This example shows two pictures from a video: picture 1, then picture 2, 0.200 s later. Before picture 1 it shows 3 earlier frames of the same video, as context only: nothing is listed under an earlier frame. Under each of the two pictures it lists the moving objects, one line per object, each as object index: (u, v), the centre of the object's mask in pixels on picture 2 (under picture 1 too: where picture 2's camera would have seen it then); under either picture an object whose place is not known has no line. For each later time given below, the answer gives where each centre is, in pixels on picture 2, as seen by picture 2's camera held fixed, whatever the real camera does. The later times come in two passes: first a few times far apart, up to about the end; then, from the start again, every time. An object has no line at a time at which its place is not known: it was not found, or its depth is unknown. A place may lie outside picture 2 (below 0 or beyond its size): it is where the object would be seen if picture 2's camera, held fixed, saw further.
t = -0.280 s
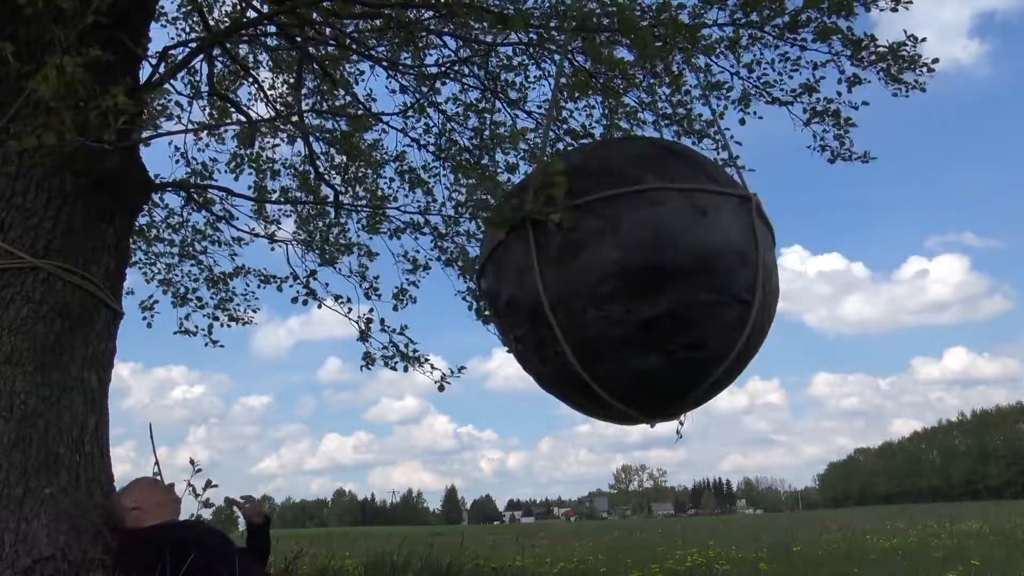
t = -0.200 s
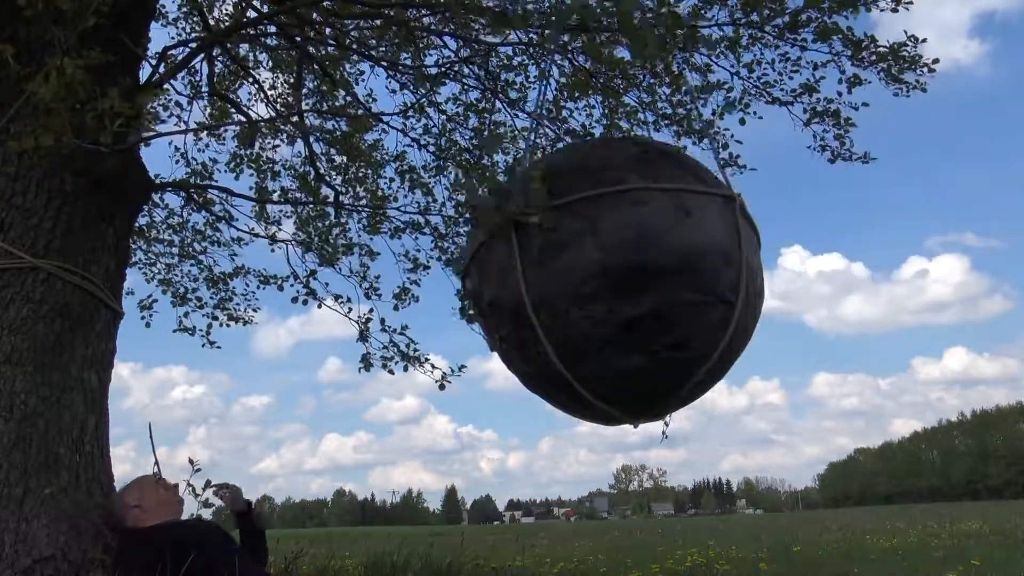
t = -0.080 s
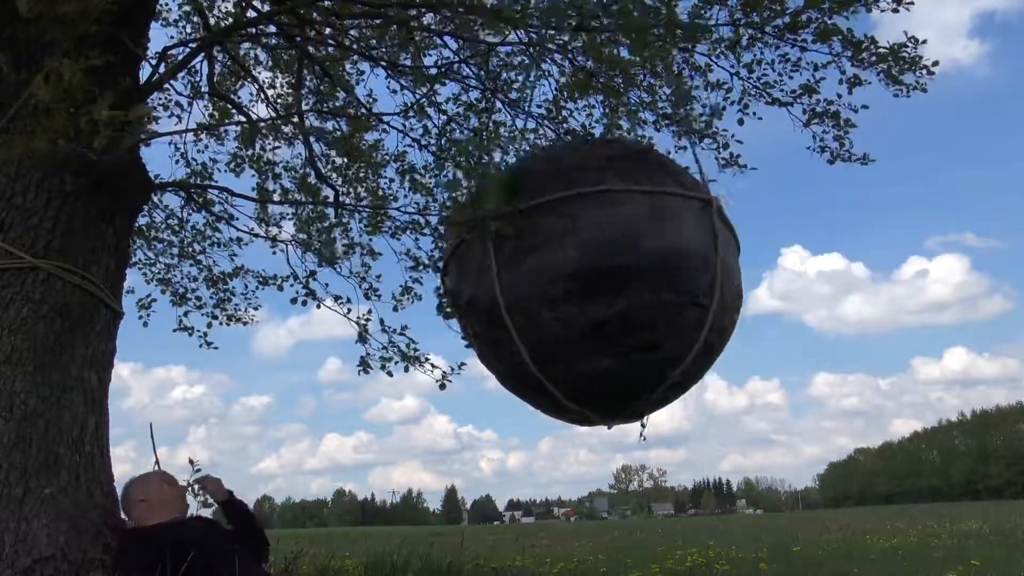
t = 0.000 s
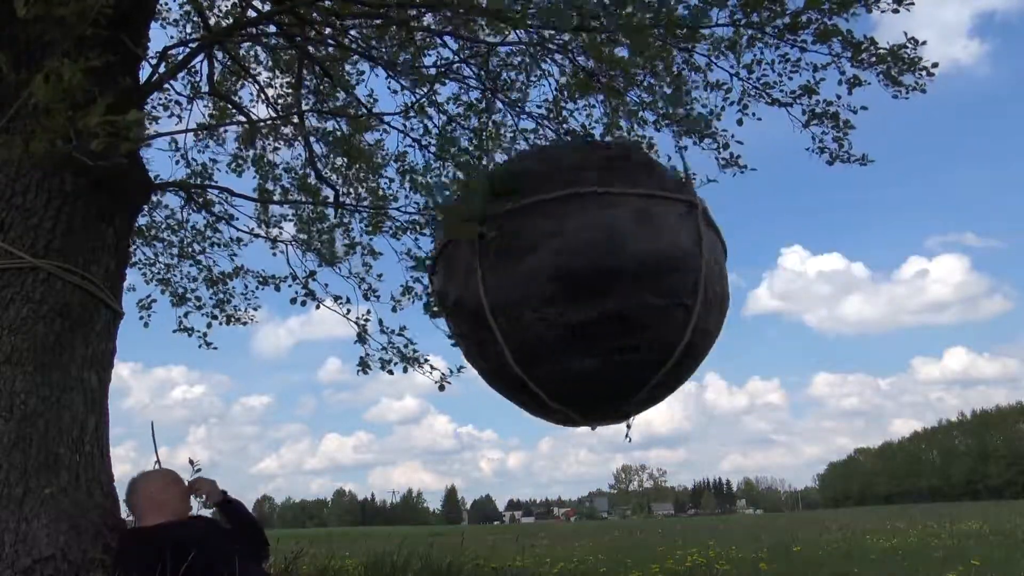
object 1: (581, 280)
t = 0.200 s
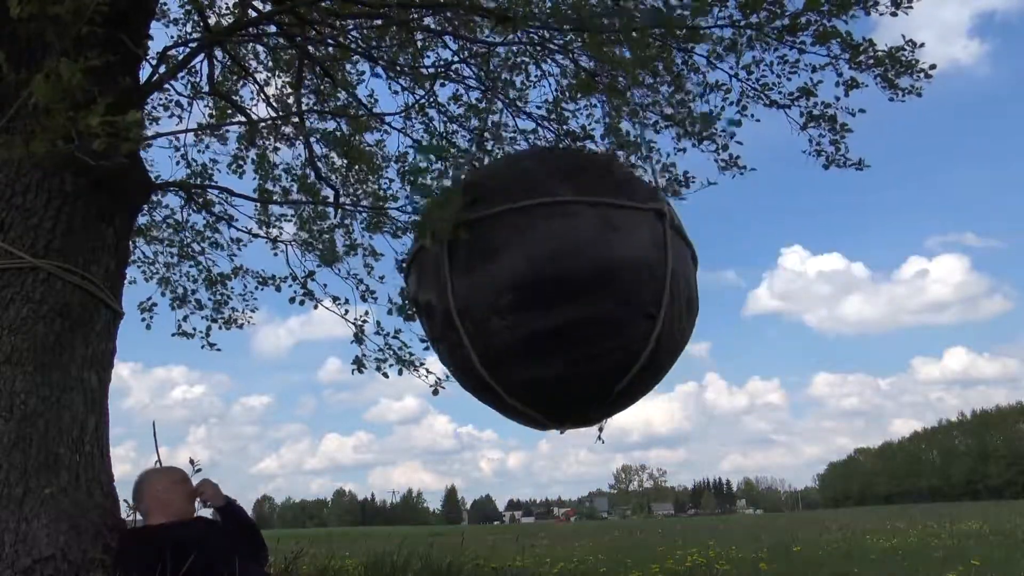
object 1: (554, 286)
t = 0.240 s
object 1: (550, 287)
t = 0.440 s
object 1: (535, 295)
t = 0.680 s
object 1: (530, 305)
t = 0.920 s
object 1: (537, 315)
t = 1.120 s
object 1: (554, 322)
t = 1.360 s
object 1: (575, 326)
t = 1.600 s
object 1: (603, 329)
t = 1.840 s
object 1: (633, 328)
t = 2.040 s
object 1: (657, 326)
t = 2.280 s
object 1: (684, 321)
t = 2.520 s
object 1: (704, 314)
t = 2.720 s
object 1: (716, 308)
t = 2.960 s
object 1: (721, 299)
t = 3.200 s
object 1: (714, 291)
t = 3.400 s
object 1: (700, 285)
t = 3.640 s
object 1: (674, 280)
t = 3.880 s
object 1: (643, 279)
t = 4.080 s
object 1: (617, 281)
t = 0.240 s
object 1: (550, 287)
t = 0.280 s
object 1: (547, 289)
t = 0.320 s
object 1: (543, 290)
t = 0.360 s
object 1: (540, 292)
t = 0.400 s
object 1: (537, 293)
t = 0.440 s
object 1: (535, 295)
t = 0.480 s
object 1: (533, 296)
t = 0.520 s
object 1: (532, 298)
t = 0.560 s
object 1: (531, 300)
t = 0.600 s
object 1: (530, 302)
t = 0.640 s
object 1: (530, 304)
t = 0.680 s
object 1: (530, 305)
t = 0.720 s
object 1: (530, 307)
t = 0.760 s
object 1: (531, 309)
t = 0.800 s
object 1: (535, 312)
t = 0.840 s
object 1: (534, 312)
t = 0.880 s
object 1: (535, 313)
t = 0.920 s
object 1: (537, 315)
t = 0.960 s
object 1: (540, 316)
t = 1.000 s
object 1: (543, 317)
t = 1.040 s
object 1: (545, 318)
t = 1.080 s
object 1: (549, 320)
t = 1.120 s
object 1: (554, 322)
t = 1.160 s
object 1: (556, 322)
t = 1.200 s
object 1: (559, 323)
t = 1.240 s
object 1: (563, 324)
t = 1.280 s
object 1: (566, 324)
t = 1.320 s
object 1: (571, 325)
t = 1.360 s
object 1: (575, 326)
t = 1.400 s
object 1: (580, 327)
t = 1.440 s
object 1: (584, 327)
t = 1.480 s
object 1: (589, 327)
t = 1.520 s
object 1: (594, 327)
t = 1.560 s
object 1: (599, 328)
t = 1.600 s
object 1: (603, 329)
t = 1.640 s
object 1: (608, 328)
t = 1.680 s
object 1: (612, 328)
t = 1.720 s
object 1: (617, 328)
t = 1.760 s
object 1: (623, 328)
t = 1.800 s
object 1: (628, 328)
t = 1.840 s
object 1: (633, 328)
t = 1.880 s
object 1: (638, 328)
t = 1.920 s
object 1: (642, 327)
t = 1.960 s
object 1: (647, 327)
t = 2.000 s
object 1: (652, 326)
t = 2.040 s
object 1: (657, 326)
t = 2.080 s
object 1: (661, 325)
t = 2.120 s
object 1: (666, 324)
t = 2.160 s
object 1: (670, 323)
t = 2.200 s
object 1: (675, 323)
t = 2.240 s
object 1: (679, 321)
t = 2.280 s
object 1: (684, 321)
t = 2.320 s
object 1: (688, 320)
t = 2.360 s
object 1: (691, 318)
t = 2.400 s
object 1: (695, 318)
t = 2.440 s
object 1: (698, 316)
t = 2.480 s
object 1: (701, 315)
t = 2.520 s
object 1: (704, 314)
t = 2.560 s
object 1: (707, 313)
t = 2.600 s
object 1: (710, 312)
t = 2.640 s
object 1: (712, 310)
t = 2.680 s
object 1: (714, 309)
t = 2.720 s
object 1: (716, 308)
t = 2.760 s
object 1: (717, 306)
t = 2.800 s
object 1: (719, 305)
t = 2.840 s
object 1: (720, 304)
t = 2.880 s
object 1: (720, 302)
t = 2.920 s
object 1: (721, 301)
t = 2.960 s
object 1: (721, 299)
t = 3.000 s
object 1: (720, 298)
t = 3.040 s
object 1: (720, 297)
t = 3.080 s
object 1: (719, 295)
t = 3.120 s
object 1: (718, 294)
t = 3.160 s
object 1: (716, 292)
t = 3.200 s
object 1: (714, 291)
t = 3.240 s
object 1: (711, 290)
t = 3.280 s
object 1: (709, 289)
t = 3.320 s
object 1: (706, 287)
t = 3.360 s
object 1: (703, 286)
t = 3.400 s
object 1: (700, 285)
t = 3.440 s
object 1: (695, 284)
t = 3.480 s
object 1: (691, 283)
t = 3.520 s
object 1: (688, 282)
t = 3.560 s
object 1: (683, 281)
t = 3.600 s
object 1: (679, 281)
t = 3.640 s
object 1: (674, 280)
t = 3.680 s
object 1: (669, 279)
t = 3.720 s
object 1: (664, 279)
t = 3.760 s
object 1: (659, 279)
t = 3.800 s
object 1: (654, 279)
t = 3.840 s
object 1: (648, 279)
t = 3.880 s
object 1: (643, 279)
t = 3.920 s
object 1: (637, 279)
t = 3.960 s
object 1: (632, 279)
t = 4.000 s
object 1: (627, 280)
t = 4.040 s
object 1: (622, 280)
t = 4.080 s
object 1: (617, 281)
